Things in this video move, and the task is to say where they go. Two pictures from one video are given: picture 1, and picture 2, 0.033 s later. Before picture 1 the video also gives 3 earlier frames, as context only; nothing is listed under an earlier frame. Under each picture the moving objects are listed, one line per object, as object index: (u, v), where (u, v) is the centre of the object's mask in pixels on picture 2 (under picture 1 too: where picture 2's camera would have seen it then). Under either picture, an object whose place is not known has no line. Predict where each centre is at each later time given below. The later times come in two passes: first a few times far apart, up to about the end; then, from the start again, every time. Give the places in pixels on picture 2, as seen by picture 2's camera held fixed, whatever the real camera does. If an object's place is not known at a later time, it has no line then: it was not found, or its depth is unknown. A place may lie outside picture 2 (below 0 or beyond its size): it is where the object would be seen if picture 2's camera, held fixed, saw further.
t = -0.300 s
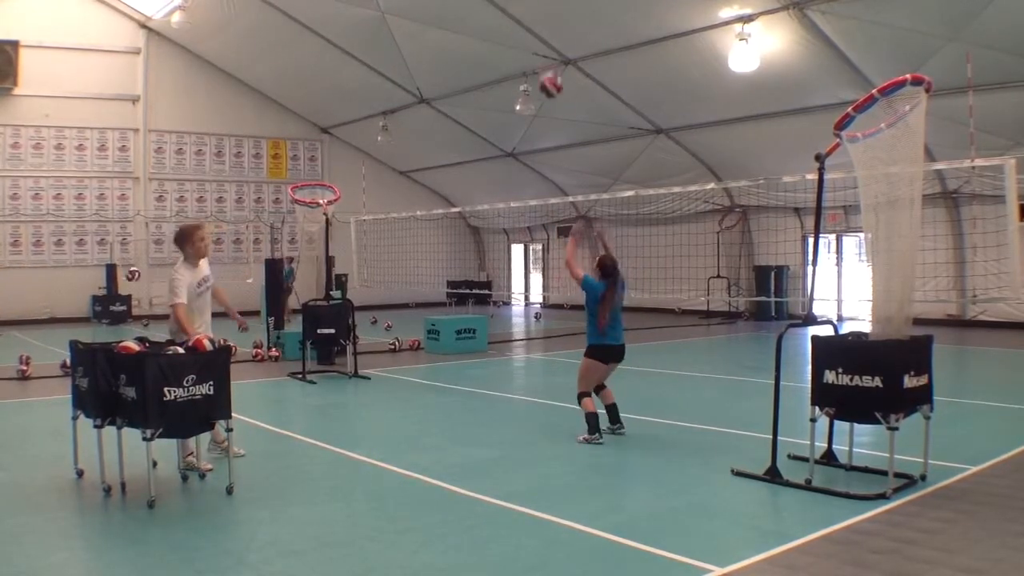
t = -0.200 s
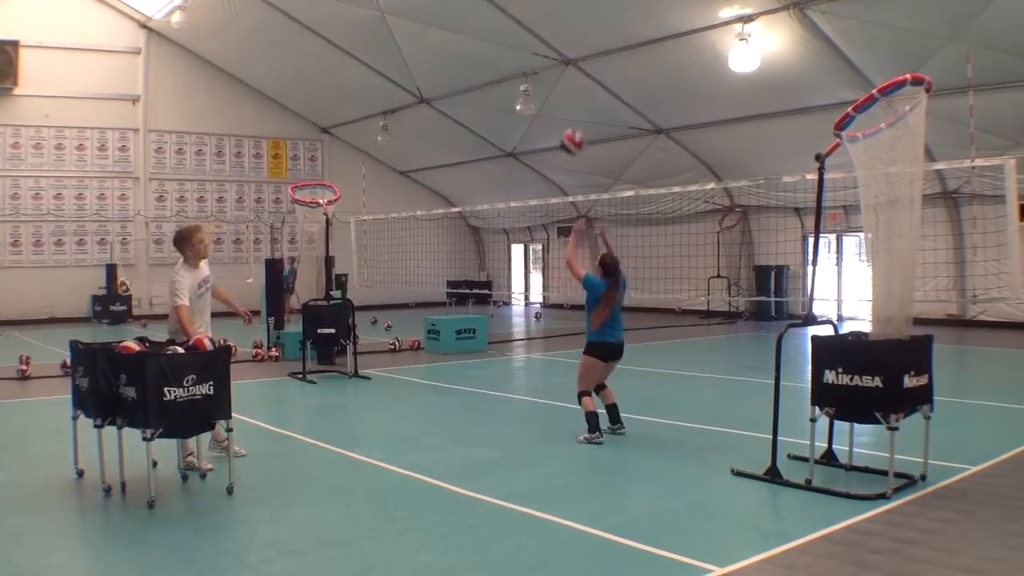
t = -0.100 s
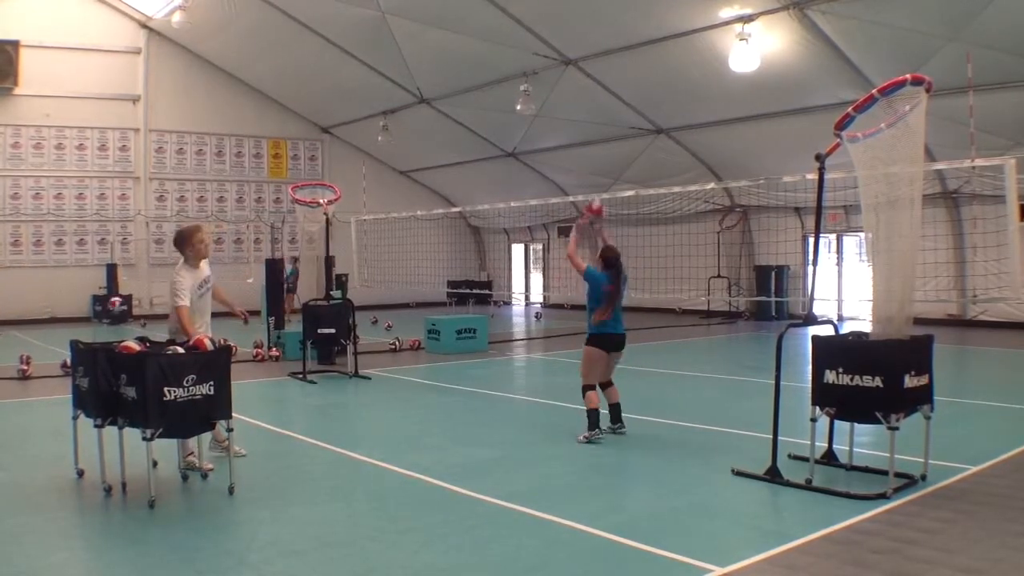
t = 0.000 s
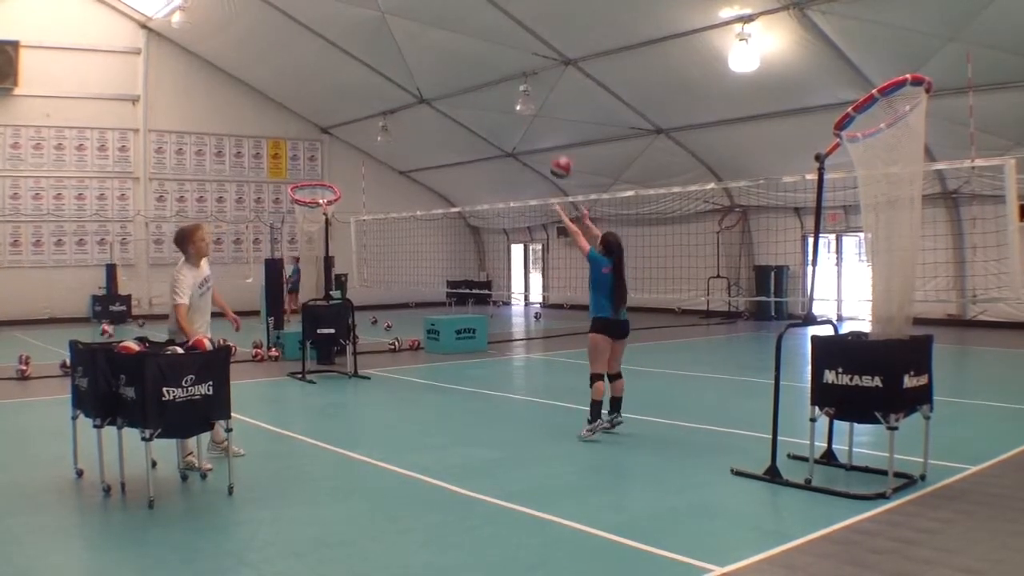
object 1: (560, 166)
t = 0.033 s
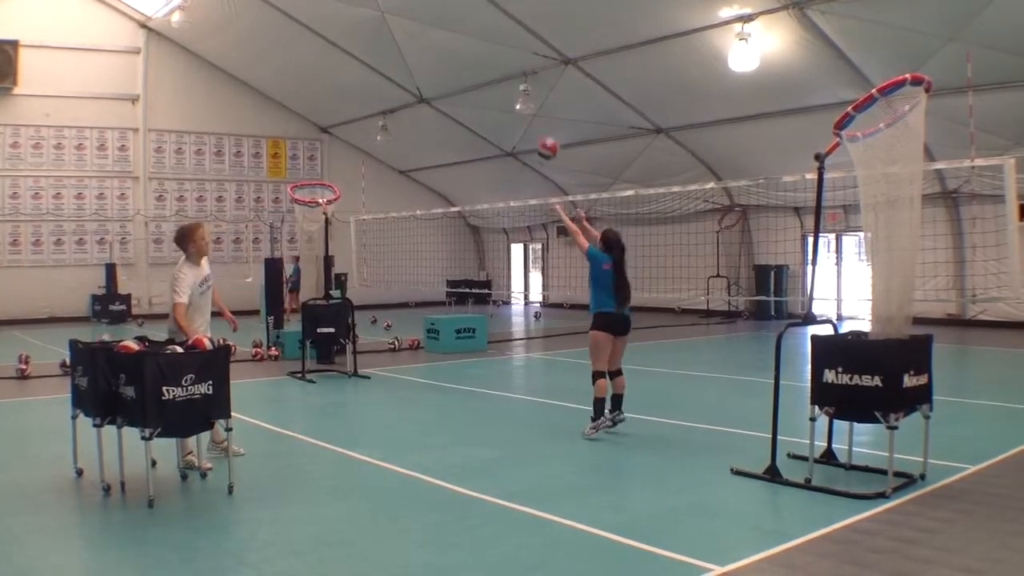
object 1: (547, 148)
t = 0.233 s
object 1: (475, 75)
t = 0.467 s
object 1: (411, 52)
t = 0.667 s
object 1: (368, 72)
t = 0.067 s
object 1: (535, 131)
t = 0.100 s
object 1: (521, 115)
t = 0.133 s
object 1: (510, 103)
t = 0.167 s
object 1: (498, 93)
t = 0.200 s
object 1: (487, 83)
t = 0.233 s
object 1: (475, 75)
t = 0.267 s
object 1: (465, 68)
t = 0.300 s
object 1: (455, 62)
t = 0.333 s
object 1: (446, 58)
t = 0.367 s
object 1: (436, 55)
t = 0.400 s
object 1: (427, 53)
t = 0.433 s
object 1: (419, 52)
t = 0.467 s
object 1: (411, 52)
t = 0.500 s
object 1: (403, 54)
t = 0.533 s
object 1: (396, 56)
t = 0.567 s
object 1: (389, 59)
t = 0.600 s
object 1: (381, 62)
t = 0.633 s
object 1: (374, 67)
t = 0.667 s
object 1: (368, 72)
